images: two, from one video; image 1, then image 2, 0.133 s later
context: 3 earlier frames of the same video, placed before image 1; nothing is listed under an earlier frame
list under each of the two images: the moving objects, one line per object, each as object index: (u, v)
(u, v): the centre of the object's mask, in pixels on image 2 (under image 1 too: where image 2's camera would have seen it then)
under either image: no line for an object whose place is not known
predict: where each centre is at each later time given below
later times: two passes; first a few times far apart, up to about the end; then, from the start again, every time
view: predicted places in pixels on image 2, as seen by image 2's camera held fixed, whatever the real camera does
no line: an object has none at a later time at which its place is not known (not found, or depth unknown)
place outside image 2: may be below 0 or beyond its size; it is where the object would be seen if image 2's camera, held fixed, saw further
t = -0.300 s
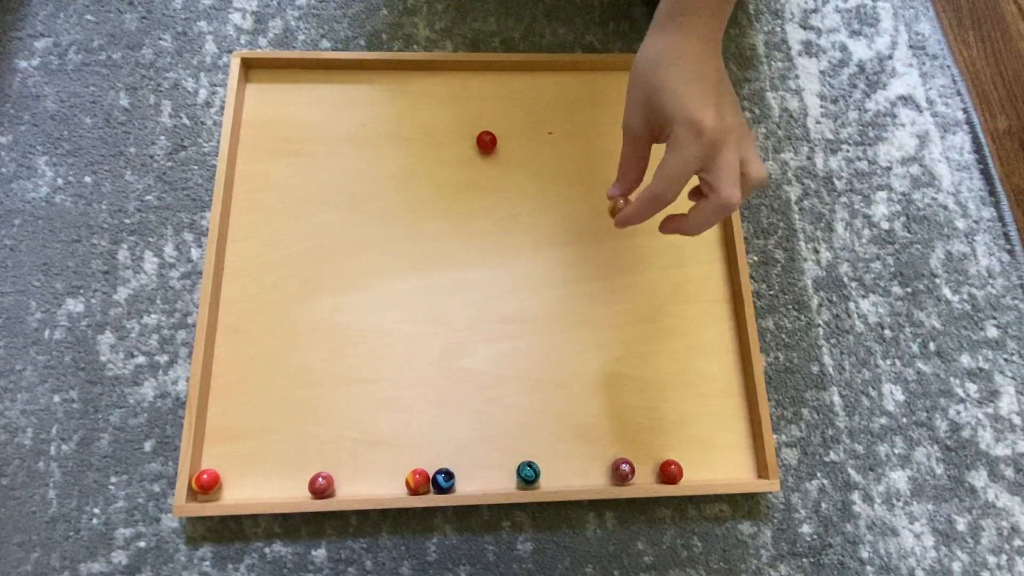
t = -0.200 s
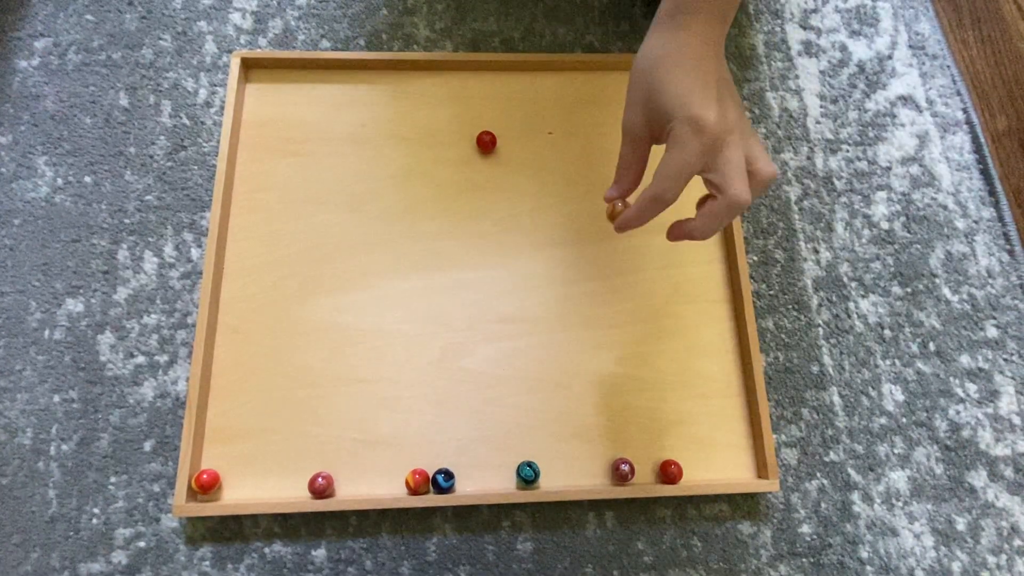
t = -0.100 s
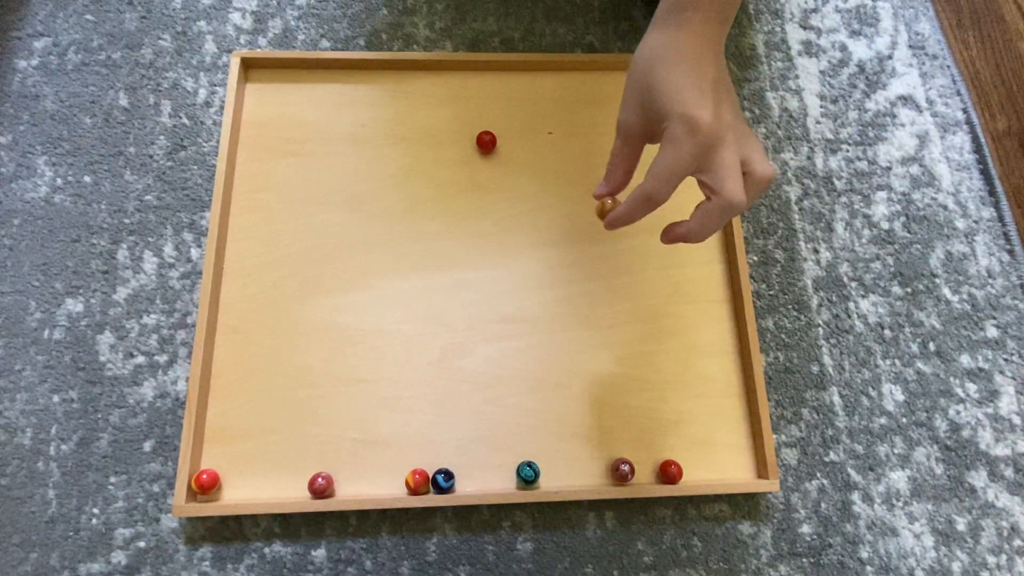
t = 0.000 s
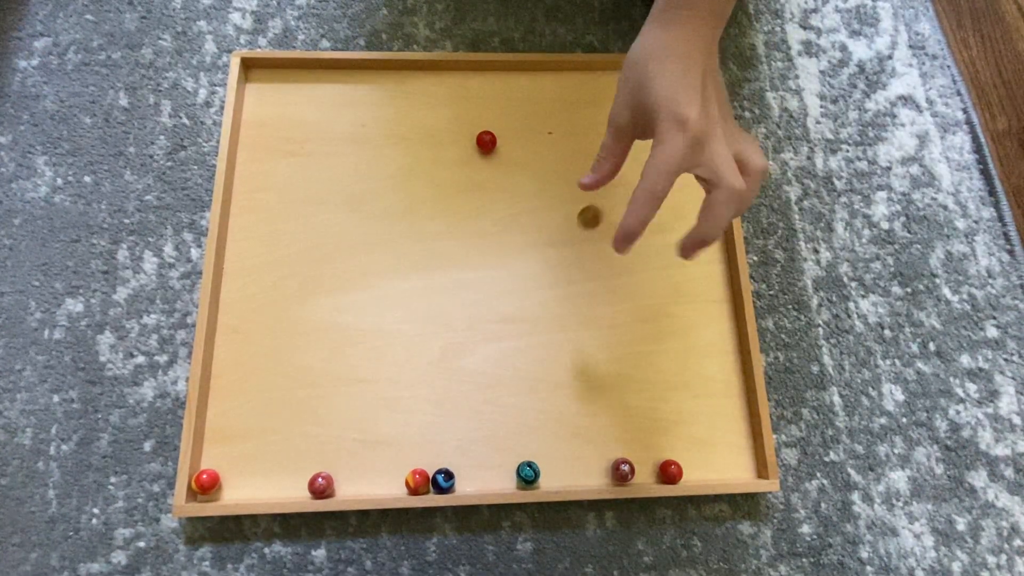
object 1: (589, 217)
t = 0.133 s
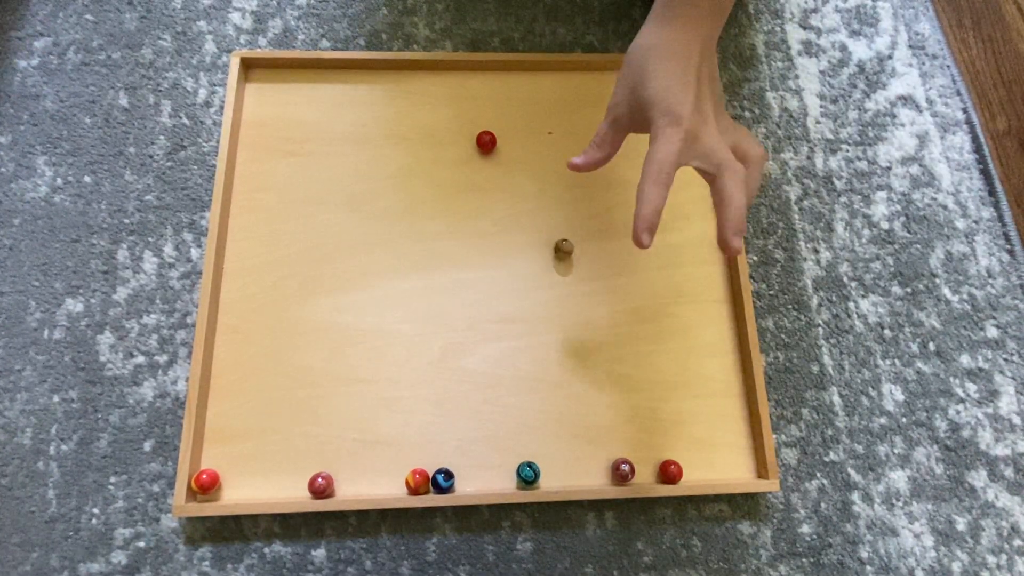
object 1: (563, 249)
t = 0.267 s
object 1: (563, 250)
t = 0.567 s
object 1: (571, 247)
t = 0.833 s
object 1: (575, 251)
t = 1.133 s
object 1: (579, 258)
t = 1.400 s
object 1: (578, 264)
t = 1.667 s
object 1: (575, 273)
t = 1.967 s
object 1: (578, 277)
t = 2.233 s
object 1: (584, 276)
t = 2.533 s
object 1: (600, 275)
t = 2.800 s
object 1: (621, 276)
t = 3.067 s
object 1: (647, 275)
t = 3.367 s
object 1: (683, 271)
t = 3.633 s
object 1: (716, 267)
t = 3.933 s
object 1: (717, 267)
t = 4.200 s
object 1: (722, 273)
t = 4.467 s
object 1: (721, 273)
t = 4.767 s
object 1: (719, 269)
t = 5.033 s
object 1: (722, 271)
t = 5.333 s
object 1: (723, 270)
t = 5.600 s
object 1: (722, 270)
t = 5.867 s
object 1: (723, 271)
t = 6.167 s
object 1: (722, 271)
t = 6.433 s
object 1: (722, 271)
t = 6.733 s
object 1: (722, 272)
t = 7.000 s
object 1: (722, 271)
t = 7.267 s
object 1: (722, 271)
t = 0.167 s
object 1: (563, 249)
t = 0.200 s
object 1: (562, 250)
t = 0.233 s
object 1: (562, 249)
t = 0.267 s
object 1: (563, 250)
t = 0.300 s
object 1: (563, 249)
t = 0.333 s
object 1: (564, 249)
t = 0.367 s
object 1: (565, 248)
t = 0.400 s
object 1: (566, 248)
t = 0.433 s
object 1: (567, 248)
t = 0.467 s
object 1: (568, 248)
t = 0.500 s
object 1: (569, 247)
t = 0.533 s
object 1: (570, 247)
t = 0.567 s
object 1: (571, 247)
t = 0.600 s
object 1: (571, 247)
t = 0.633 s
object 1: (572, 247)
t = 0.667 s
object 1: (572, 247)
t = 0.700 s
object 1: (572, 248)
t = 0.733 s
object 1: (573, 248)
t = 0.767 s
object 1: (574, 249)
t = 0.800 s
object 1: (574, 250)
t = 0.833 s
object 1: (575, 251)
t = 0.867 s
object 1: (575, 252)
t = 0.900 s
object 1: (576, 253)
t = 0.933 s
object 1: (576, 254)
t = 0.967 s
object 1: (577, 255)
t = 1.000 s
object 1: (578, 255)
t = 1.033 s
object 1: (578, 256)
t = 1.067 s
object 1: (579, 256)
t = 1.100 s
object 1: (579, 257)
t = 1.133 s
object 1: (579, 258)
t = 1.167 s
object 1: (580, 259)
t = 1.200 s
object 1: (580, 259)
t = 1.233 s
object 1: (579, 260)
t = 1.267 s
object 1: (579, 261)
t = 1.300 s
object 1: (579, 262)
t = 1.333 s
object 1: (579, 263)
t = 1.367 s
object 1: (579, 263)
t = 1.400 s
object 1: (578, 264)
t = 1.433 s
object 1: (578, 266)
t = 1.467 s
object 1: (577, 267)
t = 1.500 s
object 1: (577, 268)
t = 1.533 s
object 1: (577, 269)
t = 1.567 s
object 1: (576, 270)
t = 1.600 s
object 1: (576, 271)
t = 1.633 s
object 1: (575, 272)
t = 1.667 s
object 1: (575, 273)
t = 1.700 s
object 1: (575, 273)
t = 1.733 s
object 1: (575, 274)
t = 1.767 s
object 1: (575, 275)
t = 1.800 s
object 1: (575, 275)
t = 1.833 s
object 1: (575, 276)
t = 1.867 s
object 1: (576, 277)
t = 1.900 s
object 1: (577, 277)
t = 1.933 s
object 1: (577, 277)
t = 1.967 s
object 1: (578, 277)
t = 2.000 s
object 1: (579, 277)
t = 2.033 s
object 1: (580, 277)
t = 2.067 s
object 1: (581, 277)
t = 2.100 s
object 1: (581, 277)
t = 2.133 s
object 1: (582, 277)
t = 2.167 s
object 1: (582, 277)
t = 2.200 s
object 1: (583, 276)
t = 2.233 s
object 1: (584, 276)
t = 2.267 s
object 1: (585, 276)
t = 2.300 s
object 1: (586, 276)
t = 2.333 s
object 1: (587, 275)
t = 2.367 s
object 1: (589, 275)
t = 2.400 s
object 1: (591, 275)
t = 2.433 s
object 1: (593, 274)
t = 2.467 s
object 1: (595, 275)
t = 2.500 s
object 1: (598, 275)
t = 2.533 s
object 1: (600, 275)
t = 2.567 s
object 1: (602, 275)
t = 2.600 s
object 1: (605, 275)
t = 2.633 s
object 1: (607, 275)
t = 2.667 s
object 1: (610, 275)
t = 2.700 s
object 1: (613, 276)
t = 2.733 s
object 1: (615, 276)
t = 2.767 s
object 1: (618, 276)
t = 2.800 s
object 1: (621, 276)
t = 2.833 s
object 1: (623, 277)
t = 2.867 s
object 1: (627, 276)
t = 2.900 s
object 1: (629, 276)
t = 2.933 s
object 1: (634, 276)
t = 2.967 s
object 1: (637, 276)
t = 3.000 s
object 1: (641, 276)
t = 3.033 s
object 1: (644, 276)
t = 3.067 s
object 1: (647, 275)
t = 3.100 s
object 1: (651, 275)
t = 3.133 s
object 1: (654, 275)
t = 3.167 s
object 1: (658, 274)
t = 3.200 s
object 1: (662, 274)
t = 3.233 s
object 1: (666, 273)
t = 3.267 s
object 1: (670, 272)
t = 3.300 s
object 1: (675, 272)
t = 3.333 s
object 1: (679, 272)
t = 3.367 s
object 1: (683, 271)
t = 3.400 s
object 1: (687, 271)
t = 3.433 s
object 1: (691, 270)
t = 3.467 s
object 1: (695, 270)
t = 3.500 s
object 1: (700, 269)
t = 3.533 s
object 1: (704, 268)
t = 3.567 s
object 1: (708, 268)
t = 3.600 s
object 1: (712, 268)
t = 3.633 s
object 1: (716, 267)
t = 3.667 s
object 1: (721, 267)
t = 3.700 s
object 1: (722, 266)
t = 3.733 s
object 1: (721, 266)
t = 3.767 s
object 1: (720, 266)
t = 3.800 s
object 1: (719, 266)
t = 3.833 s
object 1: (718, 266)
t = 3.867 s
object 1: (718, 266)
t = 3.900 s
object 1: (717, 267)
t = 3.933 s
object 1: (717, 267)
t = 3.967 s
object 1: (717, 267)
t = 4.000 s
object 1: (717, 268)
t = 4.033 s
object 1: (717, 269)
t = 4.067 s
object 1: (718, 269)
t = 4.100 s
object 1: (719, 270)
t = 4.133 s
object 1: (720, 271)
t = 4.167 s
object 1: (721, 272)
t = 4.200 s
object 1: (722, 273)
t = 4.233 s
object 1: (723, 274)
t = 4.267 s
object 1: (724, 274)
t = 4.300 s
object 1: (724, 274)
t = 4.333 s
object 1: (723, 274)
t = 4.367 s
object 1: (723, 274)
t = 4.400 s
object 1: (723, 274)
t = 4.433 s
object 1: (721, 273)
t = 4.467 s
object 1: (721, 273)
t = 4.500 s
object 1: (720, 273)
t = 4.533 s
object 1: (720, 272)
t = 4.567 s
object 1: (719, 272)
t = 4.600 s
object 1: (719, 271)
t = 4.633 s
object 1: (718, 271)
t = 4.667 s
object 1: (718, 270)
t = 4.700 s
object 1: (718, 270)
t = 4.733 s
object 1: (718, 269)
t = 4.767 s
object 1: (719, 269)
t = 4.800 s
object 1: (719, 269)
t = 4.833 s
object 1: (719, 269)
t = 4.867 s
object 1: (720, 268)
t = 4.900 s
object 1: (720, 269)
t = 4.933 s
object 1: (720, 269)
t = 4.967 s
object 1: (721, 270)
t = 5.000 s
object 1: (722, 271)
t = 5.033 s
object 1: (722, 271)
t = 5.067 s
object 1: (722, 271)
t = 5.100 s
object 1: (722, 271)
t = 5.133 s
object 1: (723, 271)
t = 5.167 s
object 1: (723, 271)
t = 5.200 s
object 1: (723, 270)
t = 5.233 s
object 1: (723, 270)
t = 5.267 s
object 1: (722, 269)
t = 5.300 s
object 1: (722, 270)
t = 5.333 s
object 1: (723, 270)
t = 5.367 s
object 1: (723, 270)
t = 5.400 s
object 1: (723, 270)
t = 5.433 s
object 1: (723, 270)
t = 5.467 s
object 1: (723, 270)
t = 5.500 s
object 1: (722, 270)
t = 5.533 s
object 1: (723, 269)
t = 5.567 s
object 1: (722, 270)
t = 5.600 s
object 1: (722, 270)
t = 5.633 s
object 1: (722, 270)
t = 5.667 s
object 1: (722, 271)
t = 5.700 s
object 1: (723, 271)
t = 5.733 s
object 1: (723, 271)
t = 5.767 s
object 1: (723, 271)
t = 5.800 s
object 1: (723, 271)
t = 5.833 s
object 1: (722, 271)
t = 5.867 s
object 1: (723, 271)
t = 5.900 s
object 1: (723, 271)
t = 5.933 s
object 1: (722, 271)
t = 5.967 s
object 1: (722, 272)
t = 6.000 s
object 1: (722, 271)
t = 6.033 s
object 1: (722, 271)
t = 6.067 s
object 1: (722, 271)
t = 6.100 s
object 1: (722, 271)
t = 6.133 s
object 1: (722, 271)
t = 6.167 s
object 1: (722, 271)
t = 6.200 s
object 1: (722, 271)
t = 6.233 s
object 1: (722, 271)
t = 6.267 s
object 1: (722, 272)
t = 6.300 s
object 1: (722, 271)
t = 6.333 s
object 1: (722, 271)
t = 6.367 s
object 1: (722, 271)
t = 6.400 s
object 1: (722, 271)
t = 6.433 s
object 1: (722, 271)
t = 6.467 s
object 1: (722, 271)
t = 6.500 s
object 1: (722, 271)
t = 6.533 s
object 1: (722, 271)
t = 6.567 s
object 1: (722, 272)
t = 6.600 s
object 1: (722, 272)
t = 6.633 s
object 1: (722, 272)
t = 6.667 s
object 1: (722, 271)
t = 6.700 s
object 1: (722, 271)
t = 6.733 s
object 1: (722, 272)
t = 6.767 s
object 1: (722, 272)
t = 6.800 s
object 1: (722, 272)
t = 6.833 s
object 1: (722, 271)
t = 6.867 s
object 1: (721, 271)
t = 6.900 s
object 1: (721, 271)
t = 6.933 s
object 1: (722, 271)
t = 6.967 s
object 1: (722, 271)
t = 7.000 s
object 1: (722, 271)
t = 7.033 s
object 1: (722, 271)
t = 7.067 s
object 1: (722, 271)
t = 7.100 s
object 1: (722, 271)
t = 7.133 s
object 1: (722, 271)
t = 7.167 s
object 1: (721, 271)
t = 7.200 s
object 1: (721, 271)
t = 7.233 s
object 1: (721, 271)
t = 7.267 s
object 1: (722, 271)
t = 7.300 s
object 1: (722, 271)
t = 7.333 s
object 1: (722, 271)
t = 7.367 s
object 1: (722, 271)
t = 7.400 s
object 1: (722, 271)
